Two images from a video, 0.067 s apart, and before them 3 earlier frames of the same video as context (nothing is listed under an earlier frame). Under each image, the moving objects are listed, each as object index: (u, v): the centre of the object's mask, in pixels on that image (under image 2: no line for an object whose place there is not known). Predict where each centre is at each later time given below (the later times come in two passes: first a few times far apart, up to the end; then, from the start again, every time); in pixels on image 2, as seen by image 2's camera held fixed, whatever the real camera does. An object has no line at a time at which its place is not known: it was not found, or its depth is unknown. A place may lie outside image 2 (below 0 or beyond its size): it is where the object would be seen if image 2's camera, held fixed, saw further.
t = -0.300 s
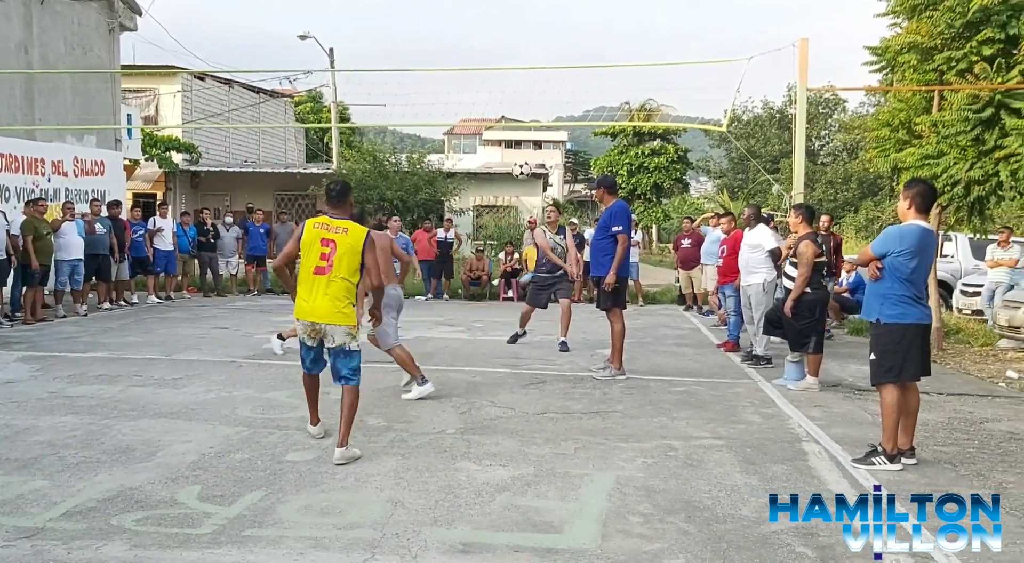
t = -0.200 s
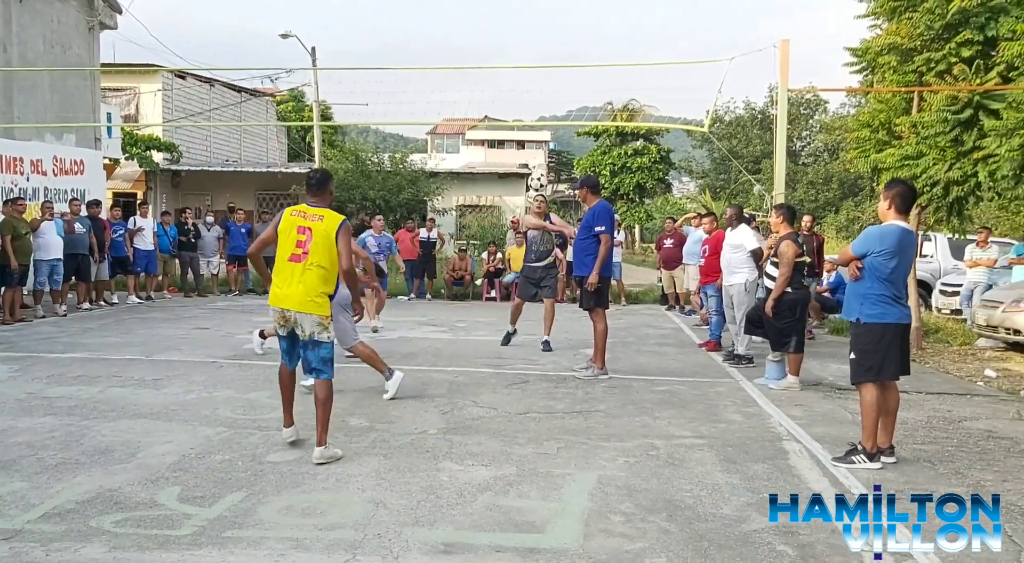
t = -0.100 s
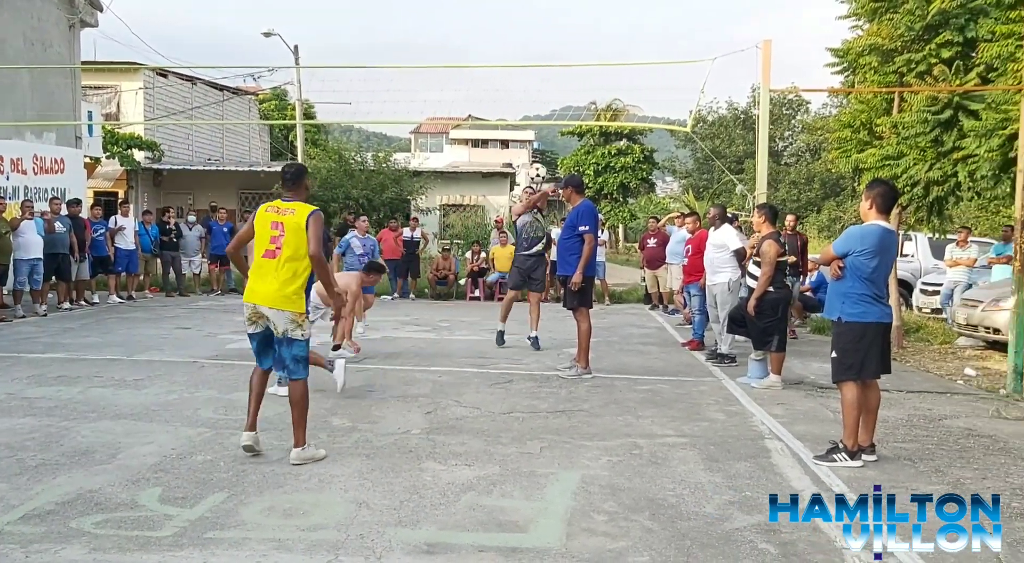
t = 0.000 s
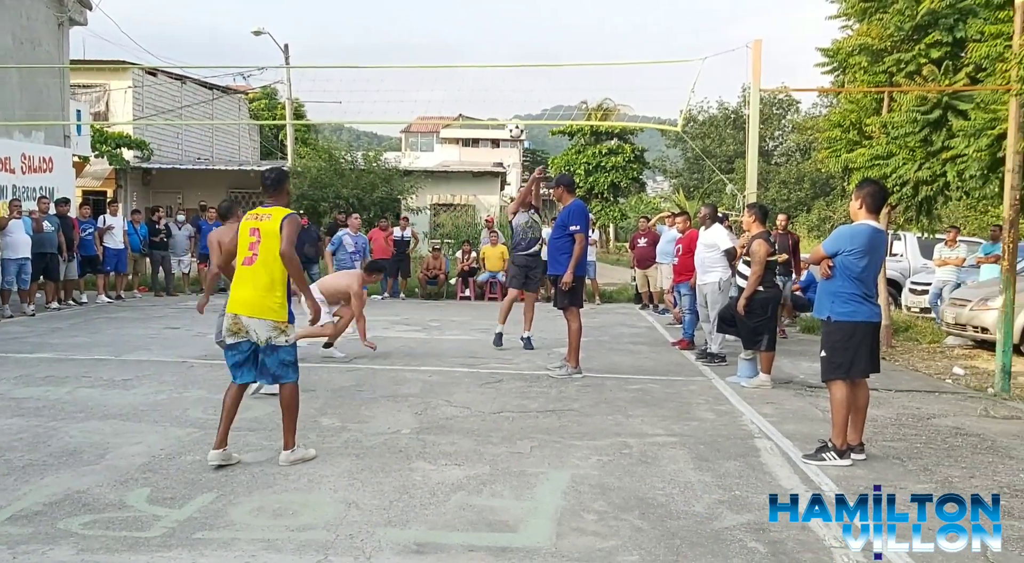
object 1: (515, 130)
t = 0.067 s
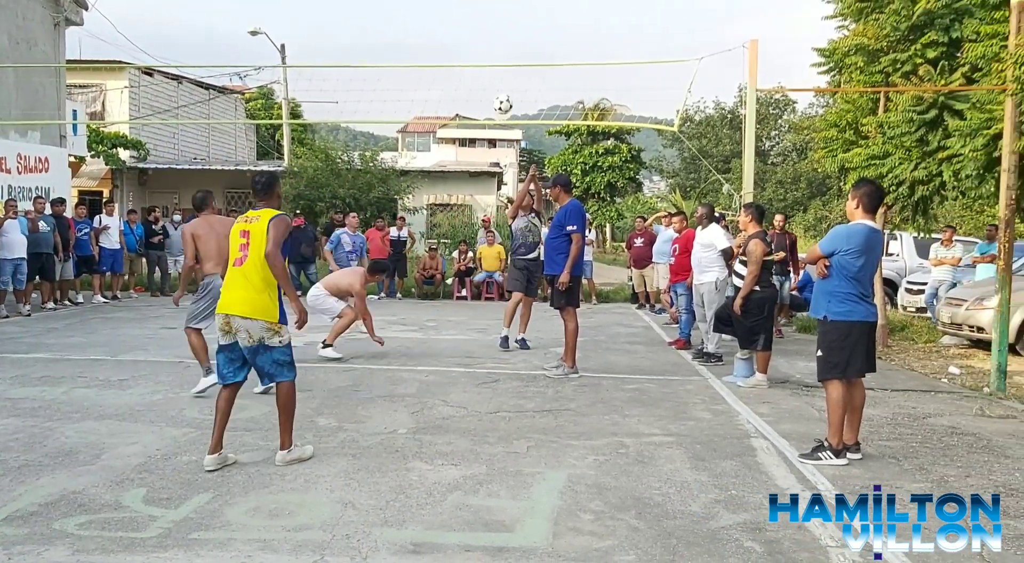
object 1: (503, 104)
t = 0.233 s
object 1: (481, 60)
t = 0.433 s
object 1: (454, 41)
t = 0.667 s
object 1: (423, 61)
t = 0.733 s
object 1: (413, 77)
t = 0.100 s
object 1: (498, 94)
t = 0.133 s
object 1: (494, 85)
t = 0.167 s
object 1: (489, 76)
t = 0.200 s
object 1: (485, 69)
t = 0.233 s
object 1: (481, 60)
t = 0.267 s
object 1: (476, 54)
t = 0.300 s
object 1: (472, 49)
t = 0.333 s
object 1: (467, 46)
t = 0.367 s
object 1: (463, 43)
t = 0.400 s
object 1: (459, 42)
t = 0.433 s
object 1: (454, 41)
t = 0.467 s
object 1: (449, 41)
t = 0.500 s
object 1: (445, 42)
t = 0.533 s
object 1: (440, 44)
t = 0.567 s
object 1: (436, 47)
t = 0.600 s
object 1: (432, 50)
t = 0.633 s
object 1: (427, 55)
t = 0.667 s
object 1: (423, 61)
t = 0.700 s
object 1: (418, 68)
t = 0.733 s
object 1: (413, 77)
